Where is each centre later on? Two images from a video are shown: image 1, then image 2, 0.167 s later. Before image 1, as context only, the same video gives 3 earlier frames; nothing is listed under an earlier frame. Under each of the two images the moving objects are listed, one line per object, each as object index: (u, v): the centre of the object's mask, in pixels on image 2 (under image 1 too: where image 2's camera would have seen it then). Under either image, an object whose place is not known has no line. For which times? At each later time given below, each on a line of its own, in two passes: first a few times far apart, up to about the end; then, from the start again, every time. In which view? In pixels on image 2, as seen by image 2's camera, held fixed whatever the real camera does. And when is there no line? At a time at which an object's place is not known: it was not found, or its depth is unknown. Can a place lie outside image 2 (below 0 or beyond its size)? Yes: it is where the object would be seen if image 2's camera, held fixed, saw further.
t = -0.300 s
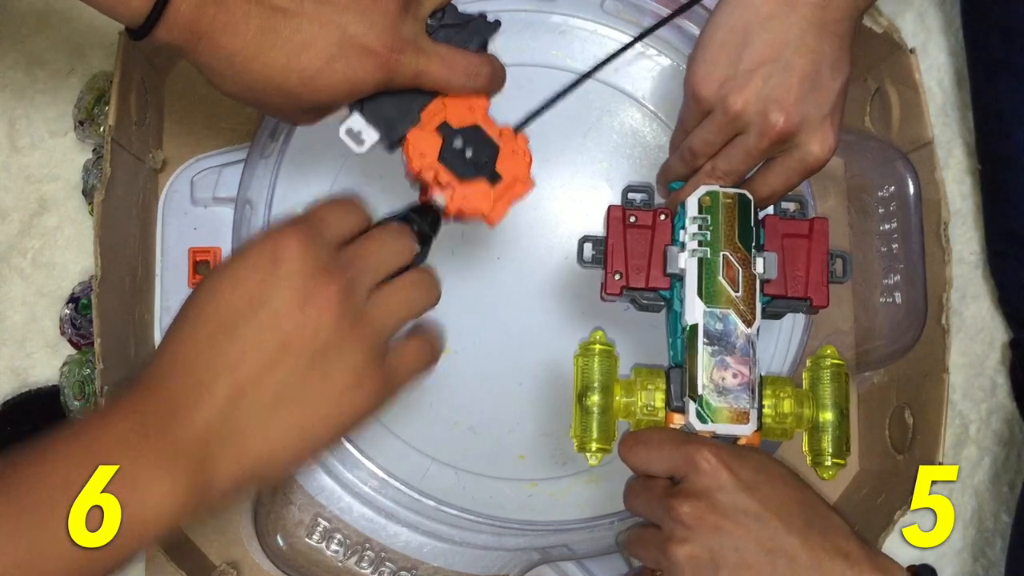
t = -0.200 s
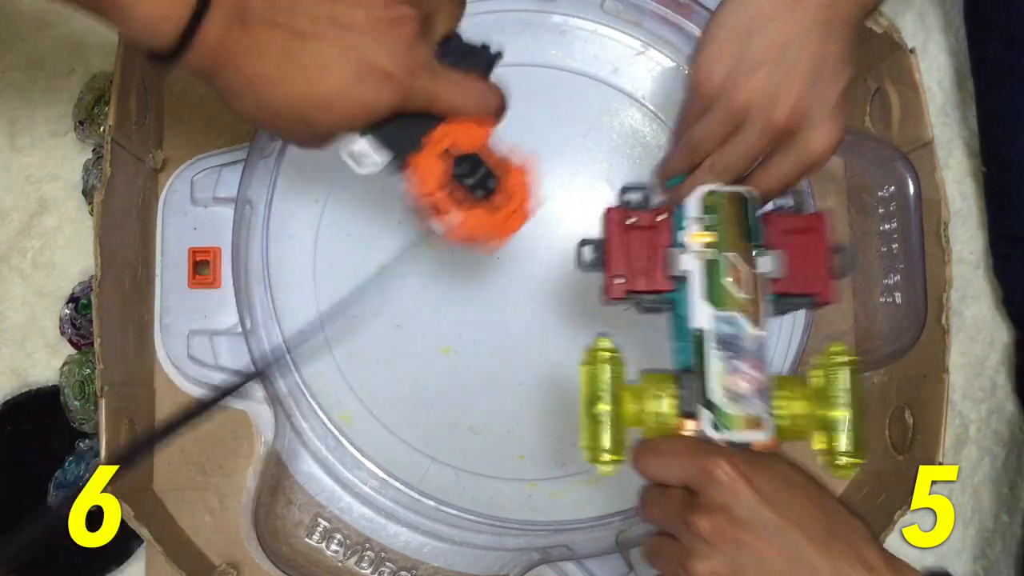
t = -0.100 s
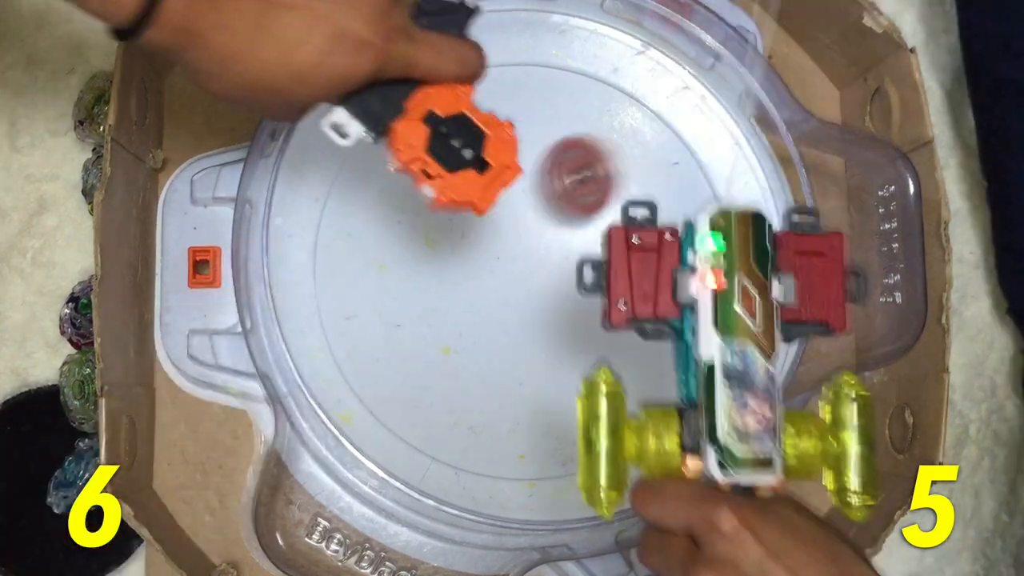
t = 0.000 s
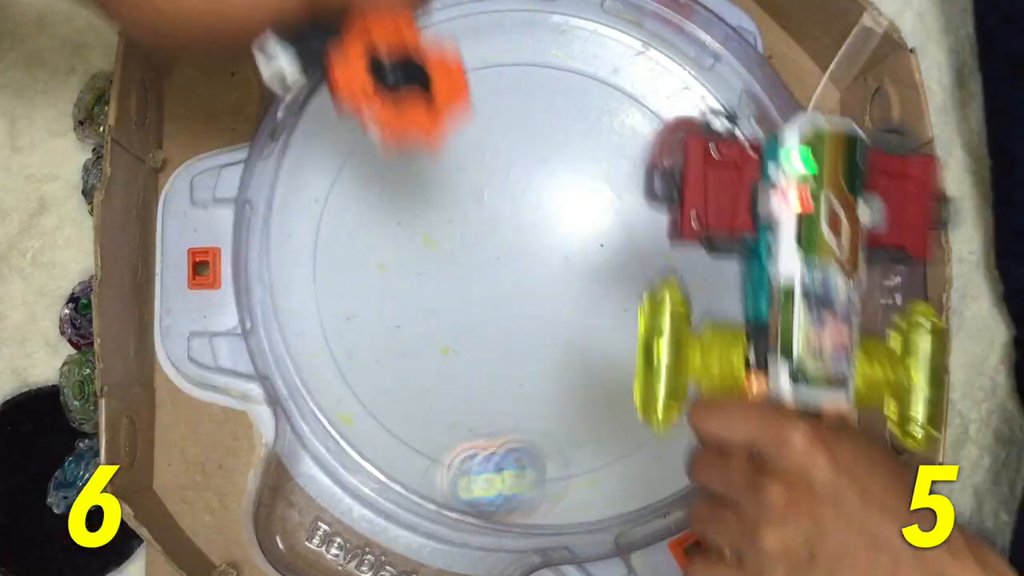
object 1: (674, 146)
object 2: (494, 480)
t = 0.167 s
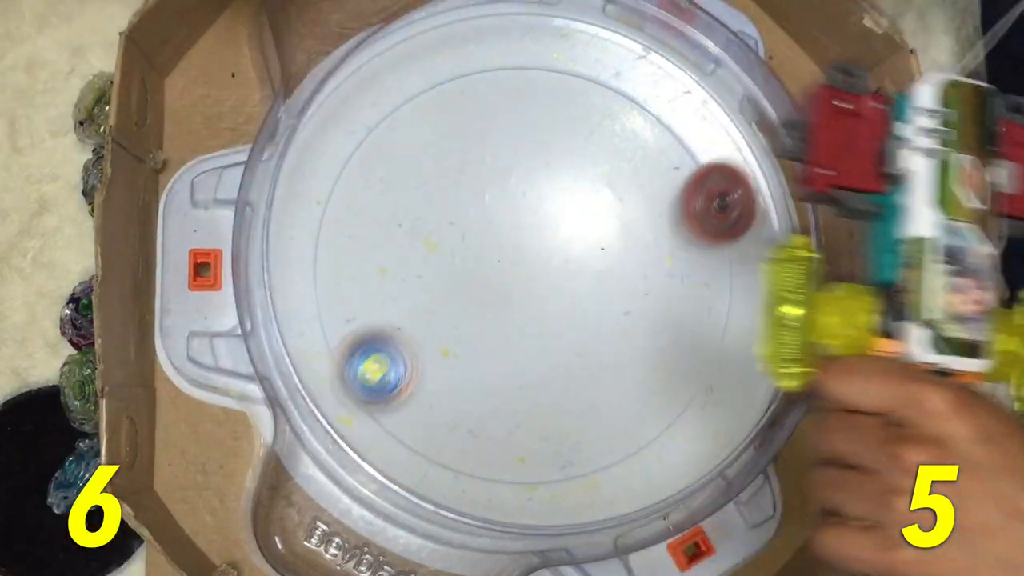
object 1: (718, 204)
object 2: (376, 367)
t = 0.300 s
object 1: (633, 260)
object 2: (503, 251)
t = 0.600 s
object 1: (594, 398)
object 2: (491, 108)
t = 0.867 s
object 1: (622, 270)
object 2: (443, 292)
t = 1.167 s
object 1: (623, 161)
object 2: (582, 263)
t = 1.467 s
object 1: (532, 157)
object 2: (521, 319)
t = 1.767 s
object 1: (503, 242)
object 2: (625, 329)
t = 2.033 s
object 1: (553, 286)
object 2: (593, 181)
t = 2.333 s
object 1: (629, 373)
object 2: (399, 167)
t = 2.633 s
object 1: (661, 296)
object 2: (467, 401)
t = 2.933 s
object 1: (587, 265)
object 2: (689, 314)
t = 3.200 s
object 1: (544, 283)
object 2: (606, 119)
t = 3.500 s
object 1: (513, 314)
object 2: (387, 207)
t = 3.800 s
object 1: (511, 313)
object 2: (481, 420)
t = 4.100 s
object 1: (502, 286)
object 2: (677, 326)
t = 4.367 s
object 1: (497, 263)
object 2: (601, 138)
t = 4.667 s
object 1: (498, 243)
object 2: (387, 194)
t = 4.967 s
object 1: (507, 228)
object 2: (472, 406)
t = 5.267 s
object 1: (522, 220)
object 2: (672, 312)
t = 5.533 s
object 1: (535, 223)
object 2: (609, 130)
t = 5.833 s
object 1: (553, 235)
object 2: (403, 188)
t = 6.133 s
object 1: (566, 255)
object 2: (480, 400)
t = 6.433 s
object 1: (566, 275)
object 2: (672, 328)
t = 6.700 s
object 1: (556, 287)
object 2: (614, 153)
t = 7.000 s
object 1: (540, 296)
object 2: (412, 186)
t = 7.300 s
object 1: (523, 295)
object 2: (453, 387)
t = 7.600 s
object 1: (510, 283)
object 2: (644, 334)
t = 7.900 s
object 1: (501, 268)
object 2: (604, 148)
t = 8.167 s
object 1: (502, 253)
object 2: (435, 162)
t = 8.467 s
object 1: (512, 241)
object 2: (454, 359)
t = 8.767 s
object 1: (527, 236)
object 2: (640, 350)
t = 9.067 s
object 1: (544, 241)
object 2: (618, 172)
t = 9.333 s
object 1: (555, 254)
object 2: (450, 173)
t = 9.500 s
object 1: (558, 264)
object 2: (406, 273)
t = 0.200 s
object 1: (702, 218)
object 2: (405, 339)
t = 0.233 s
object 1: (683, 233)
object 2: (438, 307)
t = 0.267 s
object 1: (659, 248)
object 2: (472, 277)
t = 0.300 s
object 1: (633, 260)
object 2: (503, 251)
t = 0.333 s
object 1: (608, 272)
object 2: (533, 227)
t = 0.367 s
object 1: (606, 303)
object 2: (538, 177)
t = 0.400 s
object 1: (605, 332)
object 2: (536, 135)
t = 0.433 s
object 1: (603, 356)
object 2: (534, 99)
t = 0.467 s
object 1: (600, 376)
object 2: (529, 66)
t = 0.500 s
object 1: (598, 389)
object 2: (522, 55)
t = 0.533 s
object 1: (597, 397)
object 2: (512, 69)
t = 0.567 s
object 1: (595, 400)
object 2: (501, 87)
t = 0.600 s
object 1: (594, 398)
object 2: (491, 108)
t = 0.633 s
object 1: (594, 392)
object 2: (481, 133)
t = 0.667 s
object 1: (595, 382)
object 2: (472, 158)
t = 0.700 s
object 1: (597, 368)
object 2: (462, 184)
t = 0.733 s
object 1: (600, 351)
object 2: (454, 208)
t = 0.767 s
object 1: (604, 333)
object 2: (448, 233)
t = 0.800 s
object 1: (609, 313)
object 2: (442, 255)
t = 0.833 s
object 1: (615, 292)
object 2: (441, 275)
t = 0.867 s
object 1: (622, 270)
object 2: (443, 292)
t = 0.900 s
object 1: (629, 248)
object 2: (449, 307)
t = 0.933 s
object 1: (637, 225)
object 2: (461, 318)
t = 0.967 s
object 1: (643, 205)
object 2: (476, 324)
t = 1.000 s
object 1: (645, 190)
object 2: (496, 324)
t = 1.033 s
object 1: (644, 179)
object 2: (516, 321)
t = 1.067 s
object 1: (641, 172)
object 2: (534, 314)
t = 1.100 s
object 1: (636, 166)
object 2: (553, 301)
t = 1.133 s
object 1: (630, 163)
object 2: (568, 284)
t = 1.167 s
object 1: (623, 161)
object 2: (582, 263)
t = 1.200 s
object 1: (616, 159)
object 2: (589, 245)
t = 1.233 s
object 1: (621, 128)
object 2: (578, 262)
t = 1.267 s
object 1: (624, 99)
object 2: (566, 276)
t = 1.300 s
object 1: (613, 94)
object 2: (555, 289)
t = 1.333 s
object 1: (595, 102)
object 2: (543, 301)
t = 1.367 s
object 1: (578, 113)
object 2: (534, 307)
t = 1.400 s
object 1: (560, 126)
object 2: (526, 313)
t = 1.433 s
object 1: (545, 141)
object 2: (522, 316)
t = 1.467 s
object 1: (532, 157)
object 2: (521, 319)
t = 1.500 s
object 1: (520, 174)
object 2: (523, 320)
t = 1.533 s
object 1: (511, 191)
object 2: (529, 319)
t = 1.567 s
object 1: (505, 209)
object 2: (536, 317)
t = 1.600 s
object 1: (503, 225)
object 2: (545, 313)
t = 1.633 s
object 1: (501, 236)
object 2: (557, 316)
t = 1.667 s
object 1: (497, 234)
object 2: (576, 327)
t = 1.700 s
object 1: (496, 235)
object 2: (594, 333)
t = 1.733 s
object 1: (498, 238)
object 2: (611, 334)
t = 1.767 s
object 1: (503, 242)
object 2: (625, 329)
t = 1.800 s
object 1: (510, 248)
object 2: (638, 320)
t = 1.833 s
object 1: (517, 253)
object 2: (647, 305)
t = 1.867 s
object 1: (525, 258)
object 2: (650, 286)
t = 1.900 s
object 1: (532, 262)
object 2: (649, 267)
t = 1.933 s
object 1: (539, 266)
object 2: (640, 244)
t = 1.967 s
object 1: (547, 270)
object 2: (626, 225)
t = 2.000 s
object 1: (554, 273)
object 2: (608, 207)
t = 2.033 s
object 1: (553, 286)
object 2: (593, 181)
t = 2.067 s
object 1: (549, 303)
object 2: (578, 153)
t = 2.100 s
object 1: (550, 319)
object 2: (562, 133)
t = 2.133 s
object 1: (553, 334)
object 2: (542, 119)
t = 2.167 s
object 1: (559, 346)
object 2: (519, 111)
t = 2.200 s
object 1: (569, 357)
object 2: (493, 111)
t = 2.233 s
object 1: (581, 365)
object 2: (468, 117)
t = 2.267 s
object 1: (595, 371)
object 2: (442, 129)
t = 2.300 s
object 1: (611, 374)
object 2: (419, 146)
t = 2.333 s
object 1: (629, 373)
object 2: (399, 167)
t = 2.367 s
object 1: (646, 368)
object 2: (384, 193)
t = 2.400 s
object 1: (661, 362)
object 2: (375, 222)
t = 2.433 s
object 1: (671, 353)
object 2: (372, 252)
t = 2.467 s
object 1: (676, 343)
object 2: (375, 283)
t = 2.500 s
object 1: (679, 333)
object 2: (383, 314)
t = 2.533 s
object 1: (678, 323)
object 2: (399, 342)
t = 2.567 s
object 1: (674, 314)
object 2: (417, 365)
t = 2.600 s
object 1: (668, 305)
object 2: (440, 386)
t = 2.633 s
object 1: (661, 296)
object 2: (467, 401)
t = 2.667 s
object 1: (652, 288)
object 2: (496, 412)
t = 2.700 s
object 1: (643, 282)
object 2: (527, 416)
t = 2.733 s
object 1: (633, 275)
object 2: (555, 416)
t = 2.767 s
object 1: (624, 271)
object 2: (587, 410)
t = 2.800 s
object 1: (615, 268)
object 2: (616, 399)
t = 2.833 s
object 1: (607, 266)
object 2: (637, 383)
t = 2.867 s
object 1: (599, 265)
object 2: (658, 364)
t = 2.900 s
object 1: (593, 264)
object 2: (676, 338)
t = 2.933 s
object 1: (587, 265)
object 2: (689, 314)
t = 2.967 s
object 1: (581, 266)
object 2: (697, 286)
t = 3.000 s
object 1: (576, 267)
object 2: (698, 261)
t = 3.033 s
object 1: (571, 268)
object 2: (695, 231)
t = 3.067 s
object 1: (566, 270)
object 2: (685, 202)
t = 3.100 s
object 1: (560, 274)
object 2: (674, 177)
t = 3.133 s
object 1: (554, 276)
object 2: (656, 154)
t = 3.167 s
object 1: (549, 279)
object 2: (633, 135)
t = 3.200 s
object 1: (544, 283)
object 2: (606, 119)
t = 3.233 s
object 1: (539, 286)
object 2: (580, 110)
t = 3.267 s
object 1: (534, 290)
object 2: (553, 105)
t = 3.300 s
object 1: (530, 293)
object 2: (520, 105)
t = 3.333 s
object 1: (526, 297)
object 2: (492, 110)
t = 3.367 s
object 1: (523, 300)
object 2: (465, 122)
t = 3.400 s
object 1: (520, 304)
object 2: (439, 139)
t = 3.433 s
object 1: (517, 308)
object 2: (418, 160)
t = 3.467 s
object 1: (515, 311)
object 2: (400, 183)
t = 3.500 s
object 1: (513, 314)
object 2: (387, 207)
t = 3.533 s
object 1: (513, 317)
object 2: (380, 235)
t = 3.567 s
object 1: (512, 319)
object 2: (378, 265)
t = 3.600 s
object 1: (513, 320)
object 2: (380, 296)
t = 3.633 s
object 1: (513, 320)
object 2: (388, 323)
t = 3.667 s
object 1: (513, 320)
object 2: (398, 349)
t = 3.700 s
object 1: (513, 319)
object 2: (414, 372)
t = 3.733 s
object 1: (513, 317)
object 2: (433, 393)
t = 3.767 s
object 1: (511, 314)
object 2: (457, 409)
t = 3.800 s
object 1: (511, 313)
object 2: (481, 420)
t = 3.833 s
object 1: (510, 310)
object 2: (507, 427)
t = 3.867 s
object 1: (508, 307)
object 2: (535, 430)
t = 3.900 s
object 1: (508, 305)
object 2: (566, 427)
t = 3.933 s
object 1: (507, 302)
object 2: (587, 421)
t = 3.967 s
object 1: (506, 299)
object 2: (612, 409)
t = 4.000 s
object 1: (505, 296)
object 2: (637, 393)
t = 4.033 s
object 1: (504, 293)
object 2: (651, 374)
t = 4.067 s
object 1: (503, 290)
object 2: (666, 351)
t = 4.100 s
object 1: (502, 286)
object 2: (677, 326)
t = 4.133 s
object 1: (502, 283)
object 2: (682, 299)
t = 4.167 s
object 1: (501, 280)
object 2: (685, 272)
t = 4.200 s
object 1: (500, 277)
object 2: (681, 247)
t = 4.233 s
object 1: (499, 274)
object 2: (672, 221)
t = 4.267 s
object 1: (498, 271)
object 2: (661, 196)
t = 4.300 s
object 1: (498, 268)
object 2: (645, 174)
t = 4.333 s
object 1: (497, 266)
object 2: (624, 155)
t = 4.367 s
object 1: (497, 263)
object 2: (601, 138)
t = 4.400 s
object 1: (496, 261)
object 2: (576, 128)
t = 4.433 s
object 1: (496, 259)
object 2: (550, 120)
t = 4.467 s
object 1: (496, 257)
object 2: (522, 116)
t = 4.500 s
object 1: (496, 254)
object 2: (496, 118)
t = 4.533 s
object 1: (496, 253)
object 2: (470, 124)
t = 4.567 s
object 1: (497, 250)
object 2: (444, 136)
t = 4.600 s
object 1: (497, 248)
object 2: (421, 152)
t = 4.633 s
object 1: (498, 245)
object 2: (400, 172)
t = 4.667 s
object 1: (498, 243)
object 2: (387, 194)
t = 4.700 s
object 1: (499, 240)
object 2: (376, 220)
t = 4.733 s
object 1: (499, 239)
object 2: (371, 248)
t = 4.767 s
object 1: (500, 237)
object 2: (372, 278)
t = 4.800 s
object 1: (501, 236)
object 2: (376, 304)
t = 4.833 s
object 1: (502, 234)
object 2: (387, 331)
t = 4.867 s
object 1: (504, 232)
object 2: (404, 356)
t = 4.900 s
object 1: (505, 231)
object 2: (421, 375)
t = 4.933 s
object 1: (506, 229)
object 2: (444, 393)
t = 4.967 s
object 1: (507, 228)
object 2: (472, 406)
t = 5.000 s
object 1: (508, 226)
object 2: (498, 412)
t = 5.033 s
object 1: (510, 225)
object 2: (525, 415)
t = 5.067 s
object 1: (512, 224)
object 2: (553, 411)
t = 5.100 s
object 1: (513, 223)
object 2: (581, 404)
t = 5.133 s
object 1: (515, 222)
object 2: (606, 394)
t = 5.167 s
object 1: (517, 221)
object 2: (626, 379)
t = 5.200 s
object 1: (519, 221)
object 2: (645, 357)
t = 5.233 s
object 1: (520, 220)
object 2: (663, 335)
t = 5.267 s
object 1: (522, 220)
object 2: (672, 312)
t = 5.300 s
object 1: (524, 220)
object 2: (679, 288)
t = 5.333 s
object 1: (525, 219)
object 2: (683, 261)
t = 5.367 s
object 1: (527, 220)
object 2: (680, 236)
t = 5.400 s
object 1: (529, 220)
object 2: (673, 210)
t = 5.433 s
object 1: (530, 221)
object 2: (663, 186)
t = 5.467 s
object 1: (532, 221)
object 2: (649, 163)
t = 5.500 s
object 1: (534, 223)
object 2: (630, 146)
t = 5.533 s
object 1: (535, 223)
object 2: (609, 130)
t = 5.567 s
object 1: (538, 224)
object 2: (587, 119)
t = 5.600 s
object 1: (539, 225)
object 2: (560, 112)
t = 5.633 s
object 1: (541, 226)
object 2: (535, 110)
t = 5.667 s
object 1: (543, 227)
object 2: (508, 111)
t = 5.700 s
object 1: (545, 228)
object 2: (483, 119)
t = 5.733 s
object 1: (547, 230)
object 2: (460, 129)
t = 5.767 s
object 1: (549, 231)
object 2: (437, 146)
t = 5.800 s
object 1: (551, 233)
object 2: (418, 167)
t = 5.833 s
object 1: (553, 235)
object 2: (403, 188)
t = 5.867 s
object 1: (554, 237)
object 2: (394, 215)
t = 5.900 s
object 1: (556, 238)
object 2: (390, 243)
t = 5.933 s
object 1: (558, 241)
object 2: (389, 270)
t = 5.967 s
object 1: (560, 243)
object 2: (395, 297)
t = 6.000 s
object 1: (561, 245)
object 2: (405, 323)
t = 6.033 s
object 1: (562, 247)
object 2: (418, 346)
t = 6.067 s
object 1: (564, 250)
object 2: (435, 368)
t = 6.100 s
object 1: (565, 253)
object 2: (455, 384)
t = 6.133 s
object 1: (566, 255)
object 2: (480, 400)
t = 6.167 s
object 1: (567, 257)
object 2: (504, 408)
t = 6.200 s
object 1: (568, 260)
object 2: (530, 413)
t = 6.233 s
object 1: (568, 262)
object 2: (554, 412)
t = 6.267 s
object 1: (568, 264)
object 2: (580, 410)
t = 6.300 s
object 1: (568, 267)
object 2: (604, 400)
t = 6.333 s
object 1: (568, 269)
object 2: (626, 388)
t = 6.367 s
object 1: (568, 272)
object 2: (645, 370)
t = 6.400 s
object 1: (567, 273)
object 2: (660, 350)
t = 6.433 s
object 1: (566, 275)
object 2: (672, 328)
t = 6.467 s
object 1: (565, 277)
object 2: (678, 304)
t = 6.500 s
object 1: (564, 278)
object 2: (682, 280)
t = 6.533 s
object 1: (563, 281)
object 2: (680, 256)
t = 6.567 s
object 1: (561, 282)
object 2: (675, 232)
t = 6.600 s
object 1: (560, 284)
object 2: (664, 208)
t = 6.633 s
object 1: (558, 285)
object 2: (652, 187)
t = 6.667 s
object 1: (557, 286)
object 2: (634, 169)
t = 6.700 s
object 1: (556, 287)
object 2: (614, 153)
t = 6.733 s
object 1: (554, 288)
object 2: (590, 142)
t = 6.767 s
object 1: (553, 289)
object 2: (568, 134)
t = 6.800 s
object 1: (551, 290)
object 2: (544, 129)
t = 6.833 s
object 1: (549, 291)
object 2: (519, 130)
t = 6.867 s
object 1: (547, 292)
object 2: (492, 133)
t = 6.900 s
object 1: (546, 293)
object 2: (470, 141)
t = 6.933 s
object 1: (544, 294)
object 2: (448, 153)
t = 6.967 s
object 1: (542, 295)
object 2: (427, 170)
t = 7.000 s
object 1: (540, 296)
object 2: (412, 186)
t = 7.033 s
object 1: (538, 296)
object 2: (398, 209)
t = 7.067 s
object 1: (536, 297)
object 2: (392, 231)
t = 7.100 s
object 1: (534, 297)
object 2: (387, 256)
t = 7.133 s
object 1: (532, 297)
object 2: (388, 282)
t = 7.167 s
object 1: (530, 297)
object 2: (392, 307)
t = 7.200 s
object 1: (528, 297)
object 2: (402, 330)
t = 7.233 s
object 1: (527, 296)
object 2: (415, 352)
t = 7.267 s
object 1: (525, 295)
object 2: (431, 369)
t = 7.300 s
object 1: (523, 295)
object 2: (453, 387)
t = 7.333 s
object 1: (522, 294)
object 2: (474, 397)
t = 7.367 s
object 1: (521, 293)
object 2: (499, 404)
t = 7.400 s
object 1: (519, 292)
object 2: (525, 404)
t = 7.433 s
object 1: (517, 291)
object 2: (550, 403)
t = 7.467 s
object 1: (516, 290)
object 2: (573, 396)
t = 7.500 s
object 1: (514, 288)
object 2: (597, 384)
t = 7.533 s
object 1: (512, 287)
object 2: (614, 371)
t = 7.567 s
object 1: (511, 285)
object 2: (633, 353)
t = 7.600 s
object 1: (510, 283)
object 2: (644, 334)
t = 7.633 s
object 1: (509, 282)
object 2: (655, 312)
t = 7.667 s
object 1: (507, 280)
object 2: (661, 290)
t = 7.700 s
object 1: (507, 278)
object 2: (663, 268)
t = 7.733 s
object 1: (505, 277)
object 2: (663, 243)
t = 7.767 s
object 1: (504, 274)
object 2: (657, 221)
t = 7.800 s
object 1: (503, 273)
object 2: (648, 200)
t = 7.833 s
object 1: (502, 271)
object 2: (636, 179)
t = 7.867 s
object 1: (502, 269)
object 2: (622, 162)
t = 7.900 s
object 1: (501, 268)
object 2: (604, 148)
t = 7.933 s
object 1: (501, 266)
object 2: (584, 135)
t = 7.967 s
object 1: (500, 264)
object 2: (562, 128)
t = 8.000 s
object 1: (501, 262)
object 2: (540, 123)
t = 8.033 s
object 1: (500, 260)
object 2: (516, 124)
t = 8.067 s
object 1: (501, 258)
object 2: (494, 126)
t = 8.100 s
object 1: (501, 257)
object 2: (474, 135)
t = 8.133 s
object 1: (501, 255)
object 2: (454, 146)
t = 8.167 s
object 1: (502, 253)
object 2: (435, 162)
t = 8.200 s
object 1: (503, 252)
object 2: (422, 182)
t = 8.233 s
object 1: (504, 250)
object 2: (411, 203)
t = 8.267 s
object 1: (504, 249)
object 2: (405, 229)
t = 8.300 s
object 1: (505, 247)
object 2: (402, 250)
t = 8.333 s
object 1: (507, 246)
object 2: (406, 278)
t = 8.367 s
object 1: (508, 244)
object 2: (411, 298)
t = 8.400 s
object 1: (509, 243)
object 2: (424, 322)
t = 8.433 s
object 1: (511, 242)
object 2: (436, 341)
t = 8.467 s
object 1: (512, 241)
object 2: (454, 359)
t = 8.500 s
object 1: (514, 240)
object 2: (474, 373)
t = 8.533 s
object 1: (515, 239)
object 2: (495, 382)
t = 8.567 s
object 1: (517, 238)
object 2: (520, 390)
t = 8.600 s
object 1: (519, 237)
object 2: (539, 392)
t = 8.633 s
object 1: (520, 237)
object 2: (563, 391)
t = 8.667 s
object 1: (522, 236)
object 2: (586, 386)
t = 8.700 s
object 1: (524, 236)
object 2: (606, 376)
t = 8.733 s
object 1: (525, 236)
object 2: (627, 363)
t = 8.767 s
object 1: (527, 236)
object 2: (640, 350)
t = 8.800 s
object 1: (529, 236)
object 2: (652, 331)
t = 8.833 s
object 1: (531, 236)
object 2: (663, 310)
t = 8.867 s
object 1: (533, 236)
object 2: (667, 289)
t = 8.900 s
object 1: (535, 237)
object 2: (669, 267)
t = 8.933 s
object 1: (537, 237)
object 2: (665, 245)
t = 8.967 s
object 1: (539, 238)
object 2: (659, 225)
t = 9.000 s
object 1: (541, 239)
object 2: (648, 207)
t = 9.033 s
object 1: (543, 240)
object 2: (635, 188)
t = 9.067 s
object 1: (544, 241)
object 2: (618, 172)
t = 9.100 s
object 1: (546, 242)
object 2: (599, 160)
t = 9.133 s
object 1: (547, 244)
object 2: (579, 152)
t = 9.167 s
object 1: (549, 245)
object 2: (556, 146)
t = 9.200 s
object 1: (550, 247)
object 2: (533, 145)
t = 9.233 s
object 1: (551, 248)
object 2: (511, 145)
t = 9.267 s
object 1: (553, 250)
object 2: (489, 151)
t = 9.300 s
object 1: (554, 252)
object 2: (470, 161)
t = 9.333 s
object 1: (555, 254)
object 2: (450, 173)
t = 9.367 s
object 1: (556, 256)
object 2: (436, 190)
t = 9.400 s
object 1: (557, 258)
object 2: (423, 207)
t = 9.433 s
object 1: (557, 260)
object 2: (413, 227)
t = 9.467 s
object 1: (558, 262)
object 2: (408, 249)
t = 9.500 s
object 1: (558, 264)
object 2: (406, 273)
